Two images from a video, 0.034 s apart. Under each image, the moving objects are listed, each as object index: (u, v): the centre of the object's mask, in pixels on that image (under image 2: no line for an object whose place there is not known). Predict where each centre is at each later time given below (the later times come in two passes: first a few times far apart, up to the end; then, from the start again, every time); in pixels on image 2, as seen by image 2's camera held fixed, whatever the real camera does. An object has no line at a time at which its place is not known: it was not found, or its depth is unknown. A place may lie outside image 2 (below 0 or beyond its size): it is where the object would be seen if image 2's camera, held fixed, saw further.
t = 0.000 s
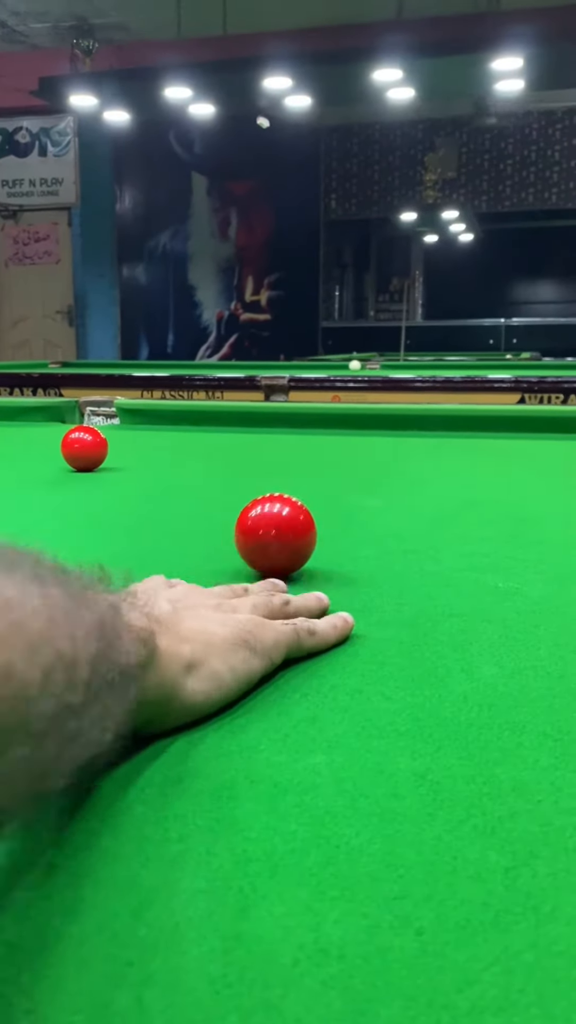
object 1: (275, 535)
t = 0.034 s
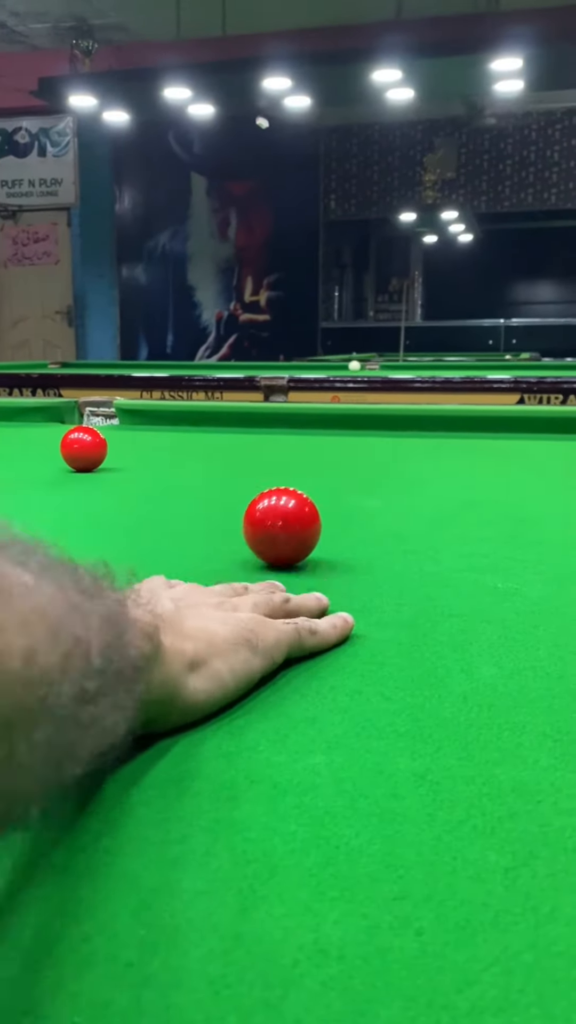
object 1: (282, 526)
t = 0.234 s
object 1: (315, 493)
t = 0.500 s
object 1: (344, 467)
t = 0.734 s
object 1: (362, 451)
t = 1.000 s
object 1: (377, 438)
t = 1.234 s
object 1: (386, 429)
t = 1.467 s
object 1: (393, 423)
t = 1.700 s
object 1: (399, 418)
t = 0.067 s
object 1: (288, 519)
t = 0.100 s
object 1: (294, 512)
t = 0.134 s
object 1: (300, 507)
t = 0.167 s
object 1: (305, 502)
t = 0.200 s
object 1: (310, 497)
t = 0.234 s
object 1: (315, 493)
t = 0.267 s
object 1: (319, 489)
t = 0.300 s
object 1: (323, 485)
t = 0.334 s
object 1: (327, 482)
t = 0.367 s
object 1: (331, 478)
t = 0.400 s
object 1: (335, 475)
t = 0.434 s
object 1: (338, 472)
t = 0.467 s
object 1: (341, 469)
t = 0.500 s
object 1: (344, 467)
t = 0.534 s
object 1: (347, 464)
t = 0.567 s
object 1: (350, 461)
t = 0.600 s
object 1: (352, 459)
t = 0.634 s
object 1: (355, 457)
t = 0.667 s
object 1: (357, 455)
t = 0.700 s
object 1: (360, 453)
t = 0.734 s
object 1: (362, 451)
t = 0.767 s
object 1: (364, 449)
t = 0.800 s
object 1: (366, 447)
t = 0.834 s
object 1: (368, 445)
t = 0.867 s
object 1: (370, 444)
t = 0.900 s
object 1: (372, 442)
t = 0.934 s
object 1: (373, 441)
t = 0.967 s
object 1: (375, 439)
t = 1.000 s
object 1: (377, 438)
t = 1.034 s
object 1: (378, 436)
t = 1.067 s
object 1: (380, 435)
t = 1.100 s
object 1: (381, 434)
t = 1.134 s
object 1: (382, 433)
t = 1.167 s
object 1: (384, 431)
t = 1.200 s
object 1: (385, 430)
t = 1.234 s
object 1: (386, 429)
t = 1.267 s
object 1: (387, 428)
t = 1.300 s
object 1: (388, 427)
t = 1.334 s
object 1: (389, 426)
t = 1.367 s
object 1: (391, 426)
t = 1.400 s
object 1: (392, 425)
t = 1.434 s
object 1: (392, 424)
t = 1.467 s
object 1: (393, 423)
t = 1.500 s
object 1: (394, 422)
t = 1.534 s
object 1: (395, 422)
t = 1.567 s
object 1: (396, 421)
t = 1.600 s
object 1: (397, 420)
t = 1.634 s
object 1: (397, 419)
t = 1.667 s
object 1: (398, 419)
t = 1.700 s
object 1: (399, 418)
